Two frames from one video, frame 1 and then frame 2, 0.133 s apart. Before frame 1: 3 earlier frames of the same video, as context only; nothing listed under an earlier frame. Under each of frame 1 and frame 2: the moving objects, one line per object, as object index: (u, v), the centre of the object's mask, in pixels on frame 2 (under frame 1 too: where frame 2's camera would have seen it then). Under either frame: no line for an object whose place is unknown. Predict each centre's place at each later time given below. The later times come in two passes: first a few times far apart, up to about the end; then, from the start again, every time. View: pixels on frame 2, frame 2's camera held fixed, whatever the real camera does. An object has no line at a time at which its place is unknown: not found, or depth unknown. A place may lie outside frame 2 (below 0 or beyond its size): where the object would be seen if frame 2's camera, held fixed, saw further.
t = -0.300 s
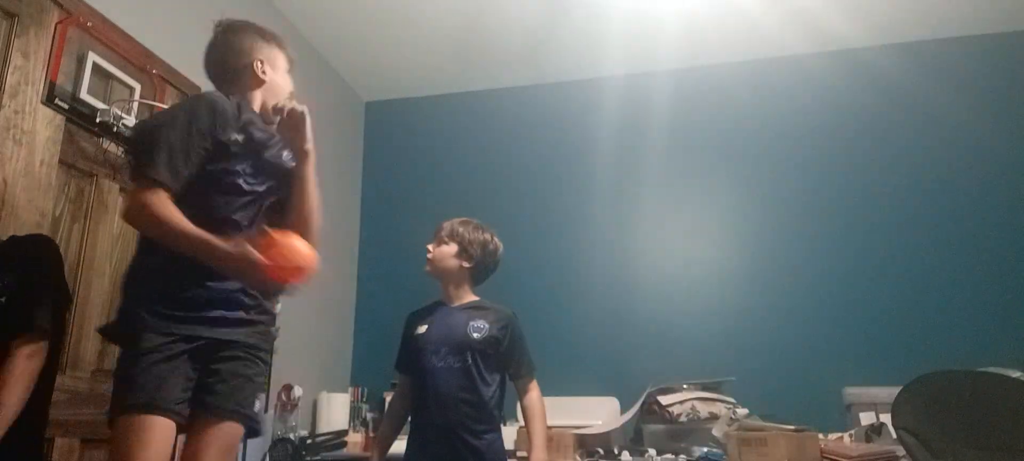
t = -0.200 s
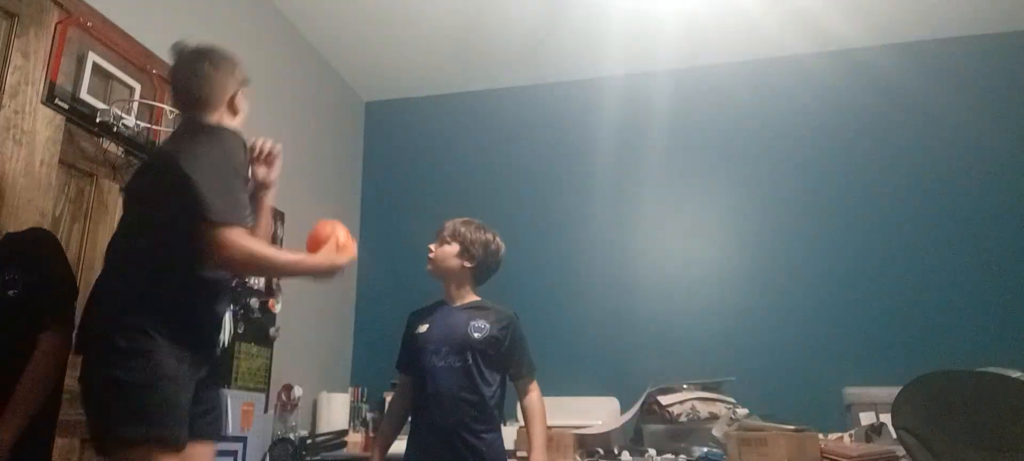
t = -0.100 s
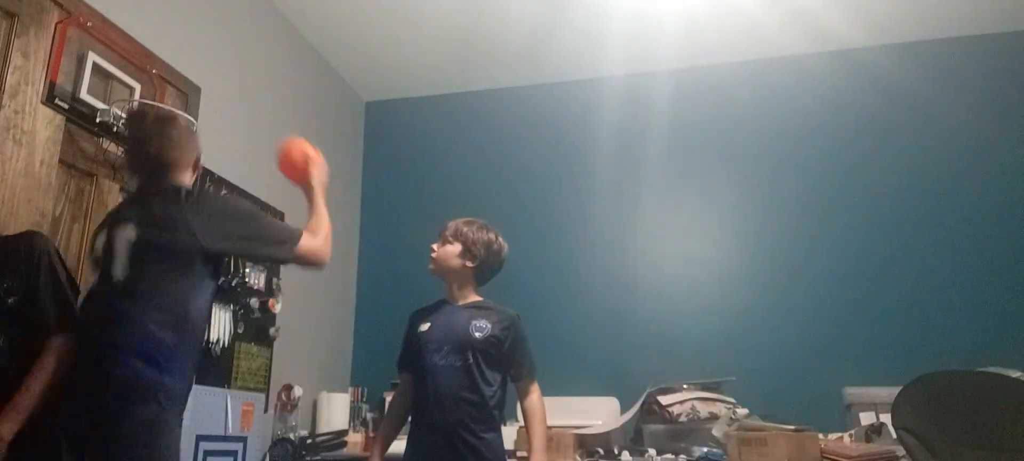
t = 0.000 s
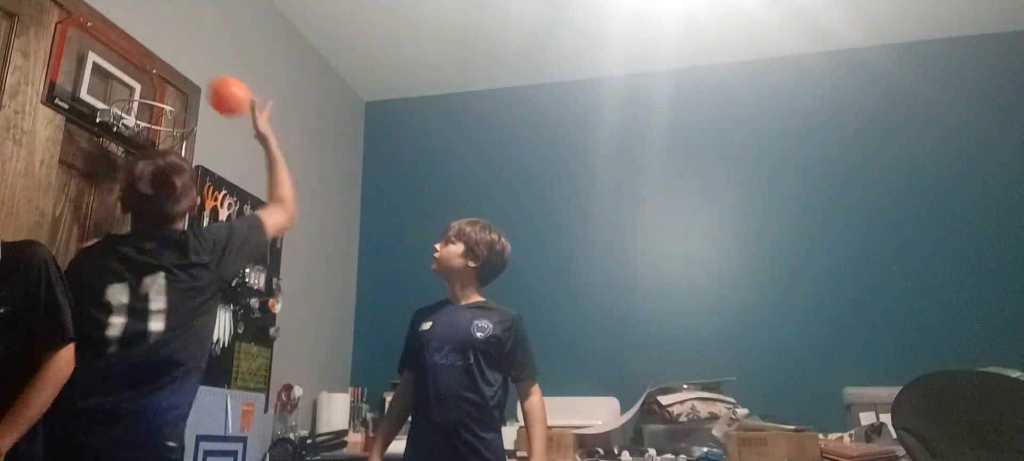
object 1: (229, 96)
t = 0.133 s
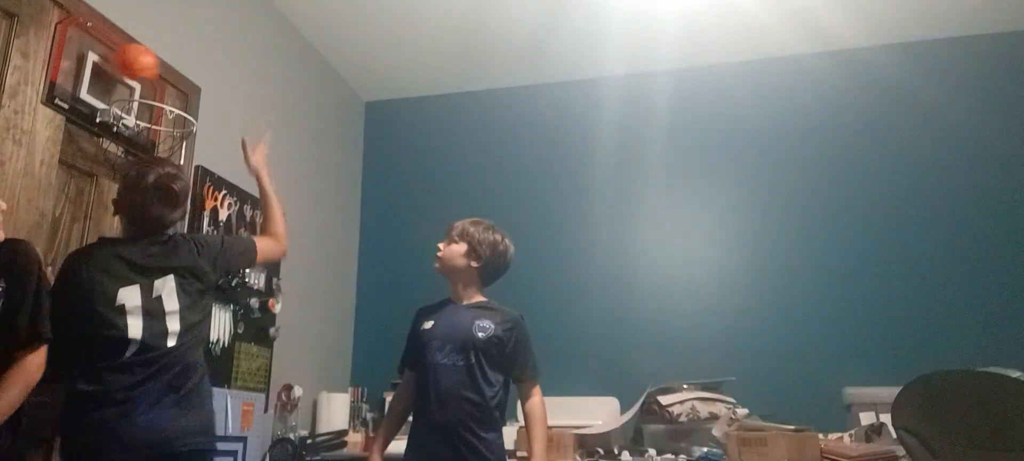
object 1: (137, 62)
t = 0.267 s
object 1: (149, 73)
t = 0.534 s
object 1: (160, 163)
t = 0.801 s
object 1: (136, 254)
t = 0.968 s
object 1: (102, 423)
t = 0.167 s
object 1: (126, 62)
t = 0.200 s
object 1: (134, 62)
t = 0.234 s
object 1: (142, 66)
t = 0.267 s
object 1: (149, 73)
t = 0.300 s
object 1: (155, 82)
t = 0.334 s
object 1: (163, 92)
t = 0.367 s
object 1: (164, 101)
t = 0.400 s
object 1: (164, 112)
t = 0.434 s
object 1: (163, 123)
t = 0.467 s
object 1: (163, 136)
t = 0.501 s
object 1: (161, 150)
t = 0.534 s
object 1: (160, 163)
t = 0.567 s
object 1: (159, 167)
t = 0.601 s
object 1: (157, 171)
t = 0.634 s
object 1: (154, 177)
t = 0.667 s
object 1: (152, 186)
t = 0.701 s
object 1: (149, 198)
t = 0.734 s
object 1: (145, 213)
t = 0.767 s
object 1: (141, 232)
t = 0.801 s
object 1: (136, 254)
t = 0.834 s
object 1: (130, 280)
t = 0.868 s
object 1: (124, 310)
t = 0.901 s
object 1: (117, 343)
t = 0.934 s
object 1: (109, 382)
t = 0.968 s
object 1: (102, 423)
